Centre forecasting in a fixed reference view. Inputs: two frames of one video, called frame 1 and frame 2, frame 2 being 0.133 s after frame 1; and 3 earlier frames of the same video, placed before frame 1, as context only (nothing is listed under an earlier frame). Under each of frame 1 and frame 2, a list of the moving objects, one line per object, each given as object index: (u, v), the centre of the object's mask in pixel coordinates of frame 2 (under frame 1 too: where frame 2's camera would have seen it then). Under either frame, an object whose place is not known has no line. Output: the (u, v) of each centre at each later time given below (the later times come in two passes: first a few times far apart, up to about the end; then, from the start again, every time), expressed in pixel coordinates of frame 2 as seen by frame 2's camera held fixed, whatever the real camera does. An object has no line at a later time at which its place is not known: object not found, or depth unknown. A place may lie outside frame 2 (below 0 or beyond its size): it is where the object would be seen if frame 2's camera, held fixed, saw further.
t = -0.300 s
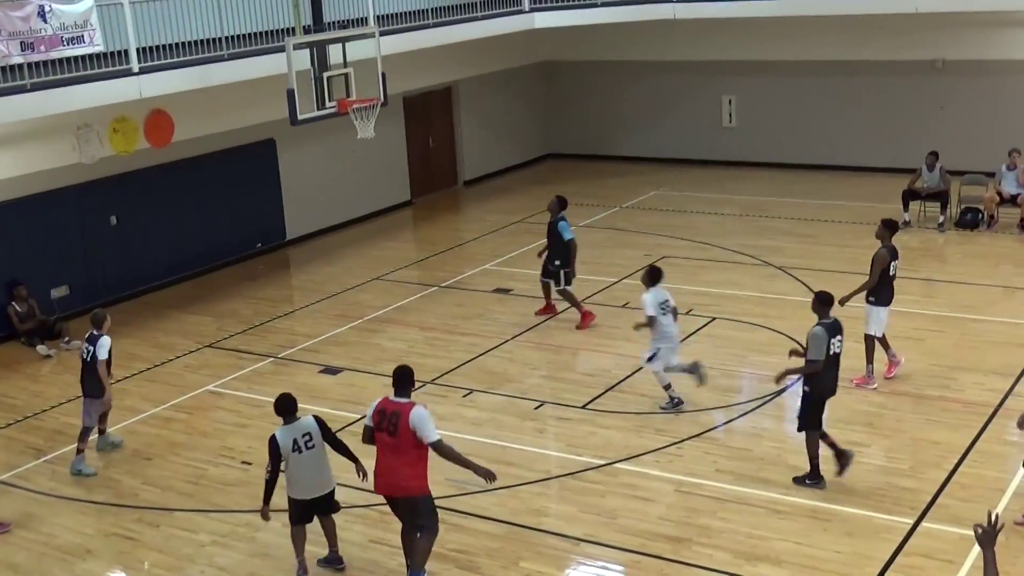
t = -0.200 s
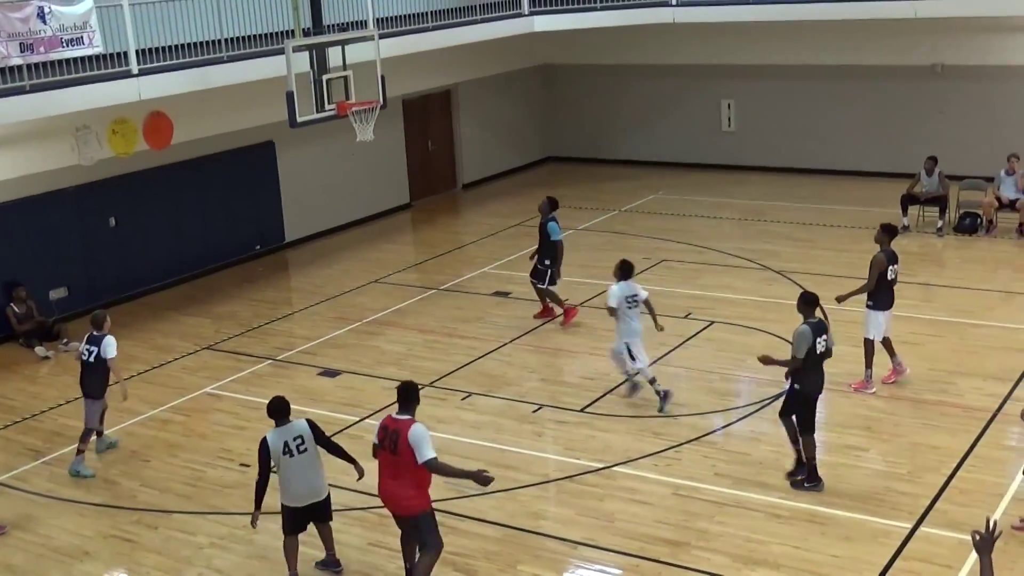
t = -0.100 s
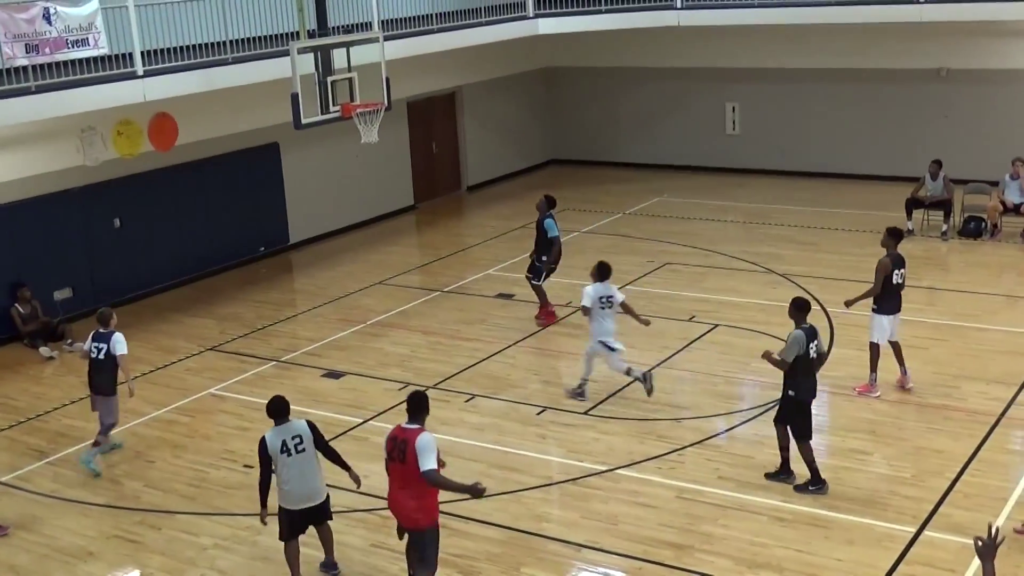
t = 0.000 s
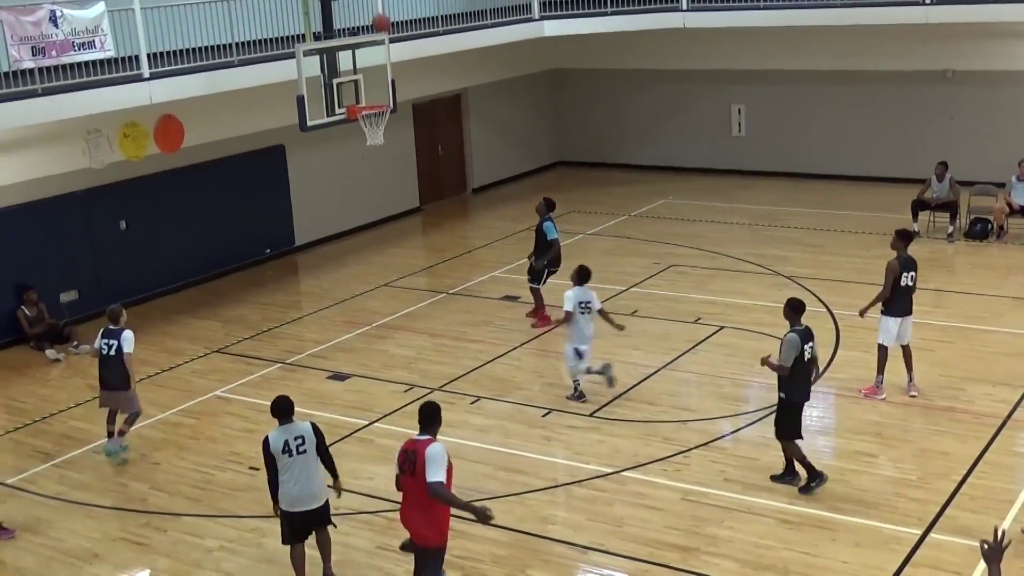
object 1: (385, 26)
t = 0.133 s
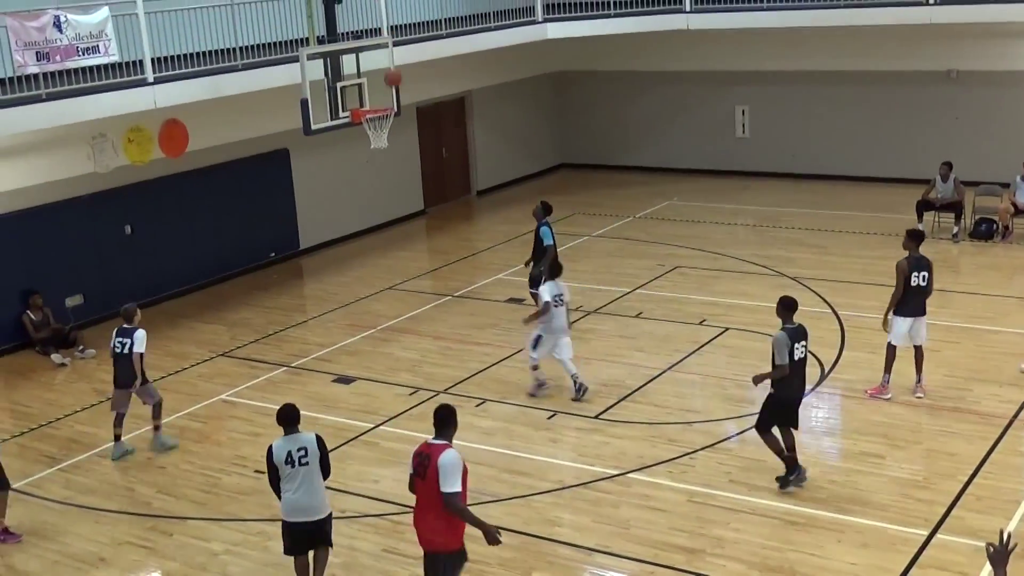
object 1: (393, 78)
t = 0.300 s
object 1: (419, 91)
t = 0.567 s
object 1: (474, 94)
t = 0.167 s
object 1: (395, 92)
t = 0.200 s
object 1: (399, 103)
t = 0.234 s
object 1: (406, 99)
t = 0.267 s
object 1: (412, 95)
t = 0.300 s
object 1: (419, 91)
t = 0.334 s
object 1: (426, 89)
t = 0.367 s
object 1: (434, 88)
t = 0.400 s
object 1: (441, 86)
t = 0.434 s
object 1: (447, 86)
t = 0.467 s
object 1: (455, 87)
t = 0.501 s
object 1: (461, 89)
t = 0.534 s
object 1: (468, 91)
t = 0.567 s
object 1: (474, 94)
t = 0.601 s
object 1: (480, 97)
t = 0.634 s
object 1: (487, 101)
